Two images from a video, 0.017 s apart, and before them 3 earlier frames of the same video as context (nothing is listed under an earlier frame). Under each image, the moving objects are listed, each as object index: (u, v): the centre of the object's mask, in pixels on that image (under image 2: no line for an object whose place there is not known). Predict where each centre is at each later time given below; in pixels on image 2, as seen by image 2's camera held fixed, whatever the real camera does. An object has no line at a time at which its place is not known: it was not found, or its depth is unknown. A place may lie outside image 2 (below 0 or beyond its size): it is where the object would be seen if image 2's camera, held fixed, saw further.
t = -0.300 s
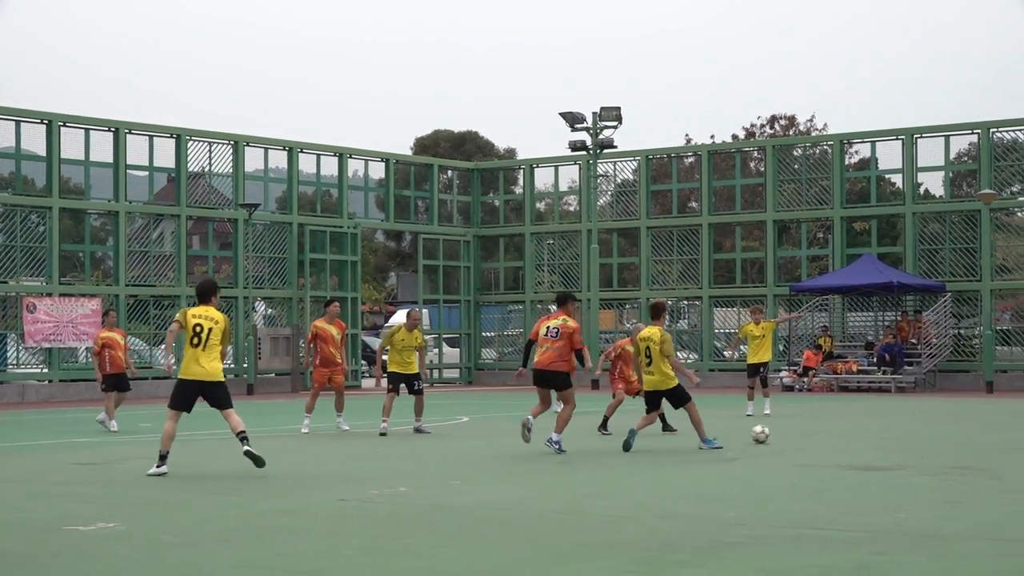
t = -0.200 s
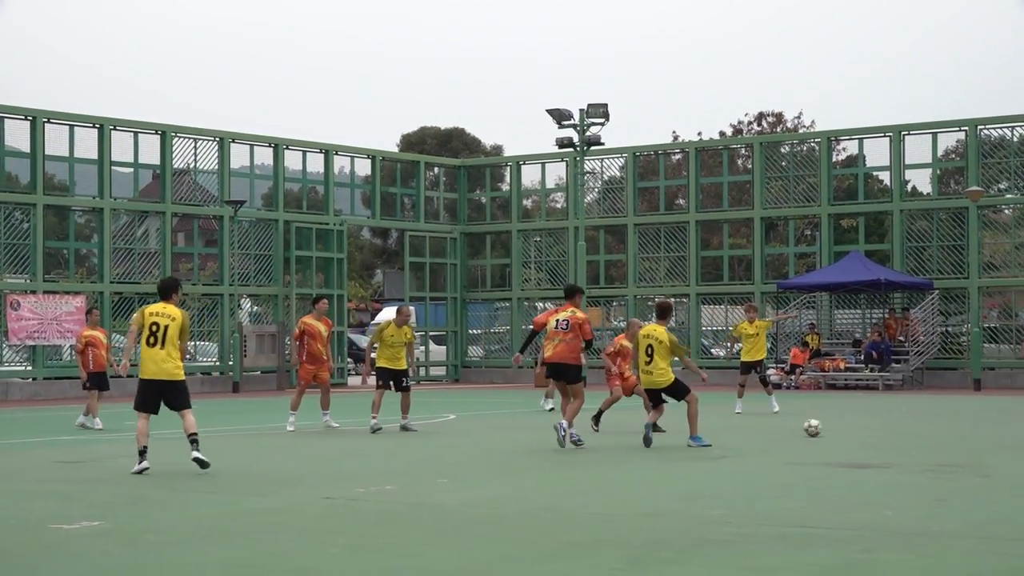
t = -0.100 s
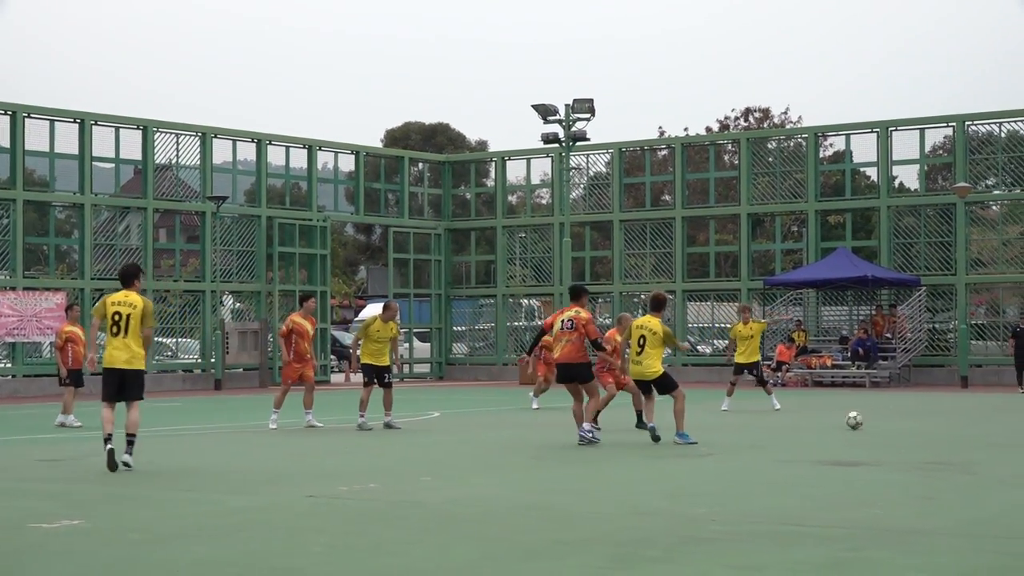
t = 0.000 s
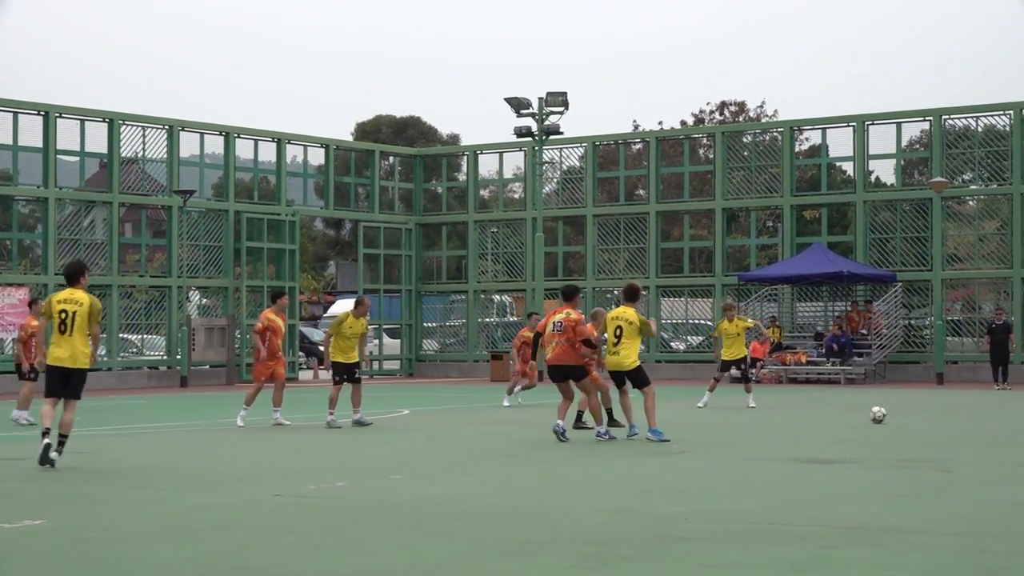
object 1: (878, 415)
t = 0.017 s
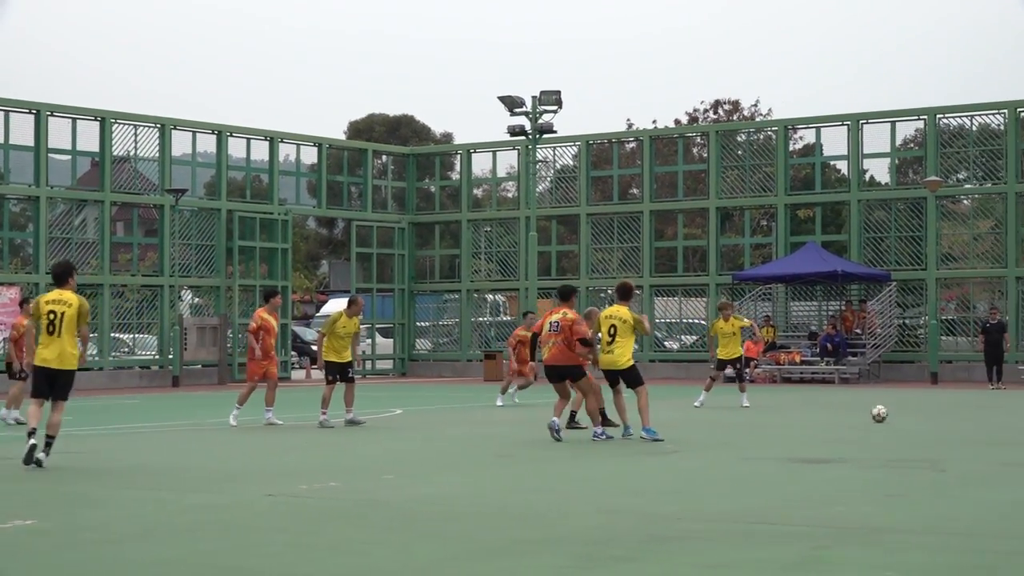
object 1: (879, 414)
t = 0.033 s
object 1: (886, 413)
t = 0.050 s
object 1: (893, 413)
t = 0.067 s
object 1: (899, 413)
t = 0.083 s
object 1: (906, 412)
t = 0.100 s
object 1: (912, 412)
